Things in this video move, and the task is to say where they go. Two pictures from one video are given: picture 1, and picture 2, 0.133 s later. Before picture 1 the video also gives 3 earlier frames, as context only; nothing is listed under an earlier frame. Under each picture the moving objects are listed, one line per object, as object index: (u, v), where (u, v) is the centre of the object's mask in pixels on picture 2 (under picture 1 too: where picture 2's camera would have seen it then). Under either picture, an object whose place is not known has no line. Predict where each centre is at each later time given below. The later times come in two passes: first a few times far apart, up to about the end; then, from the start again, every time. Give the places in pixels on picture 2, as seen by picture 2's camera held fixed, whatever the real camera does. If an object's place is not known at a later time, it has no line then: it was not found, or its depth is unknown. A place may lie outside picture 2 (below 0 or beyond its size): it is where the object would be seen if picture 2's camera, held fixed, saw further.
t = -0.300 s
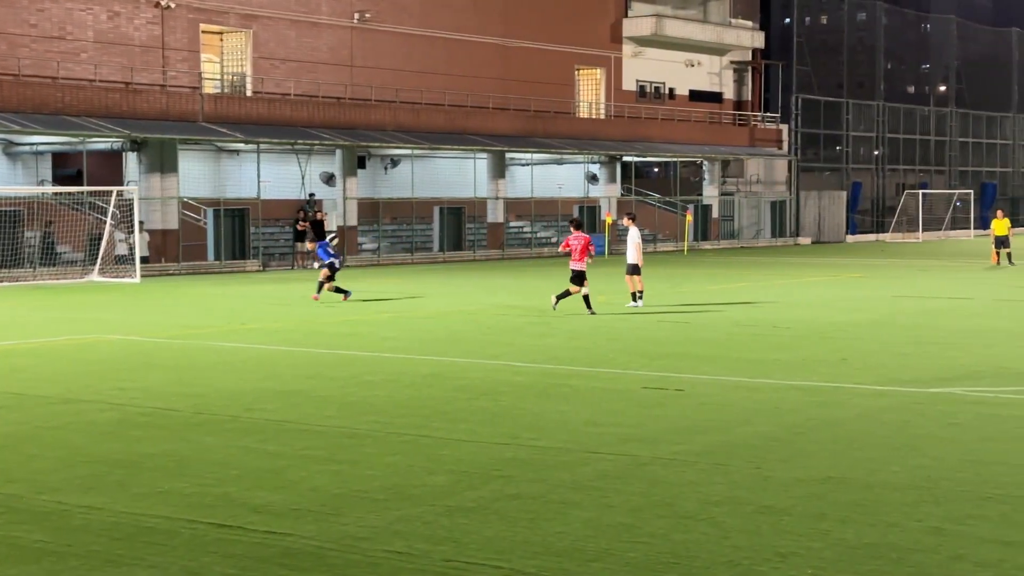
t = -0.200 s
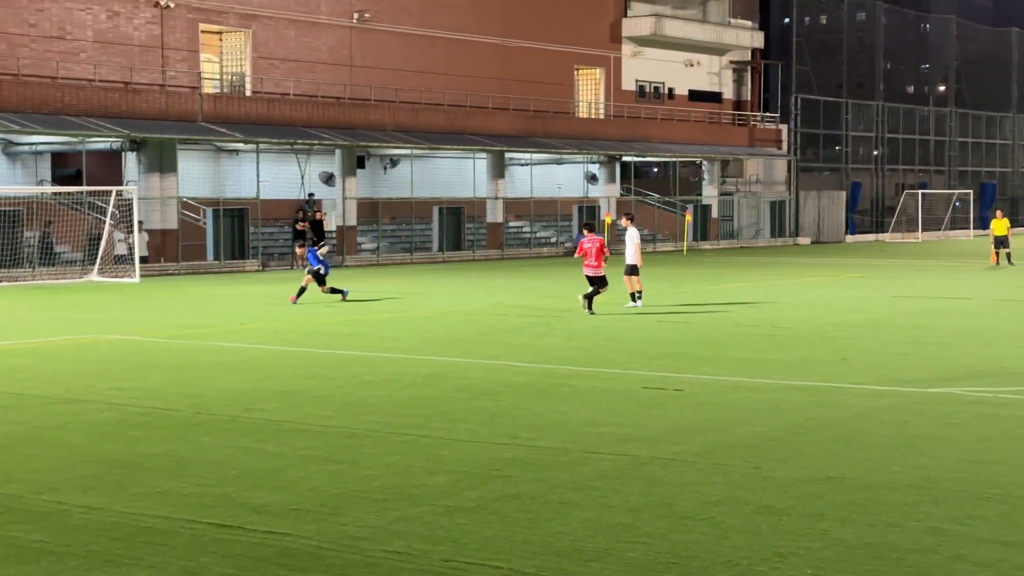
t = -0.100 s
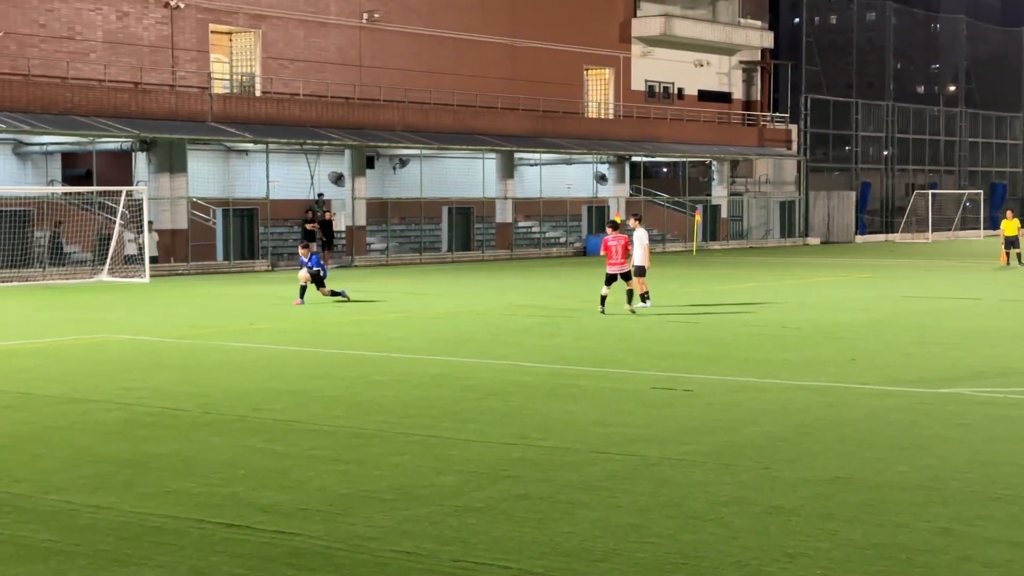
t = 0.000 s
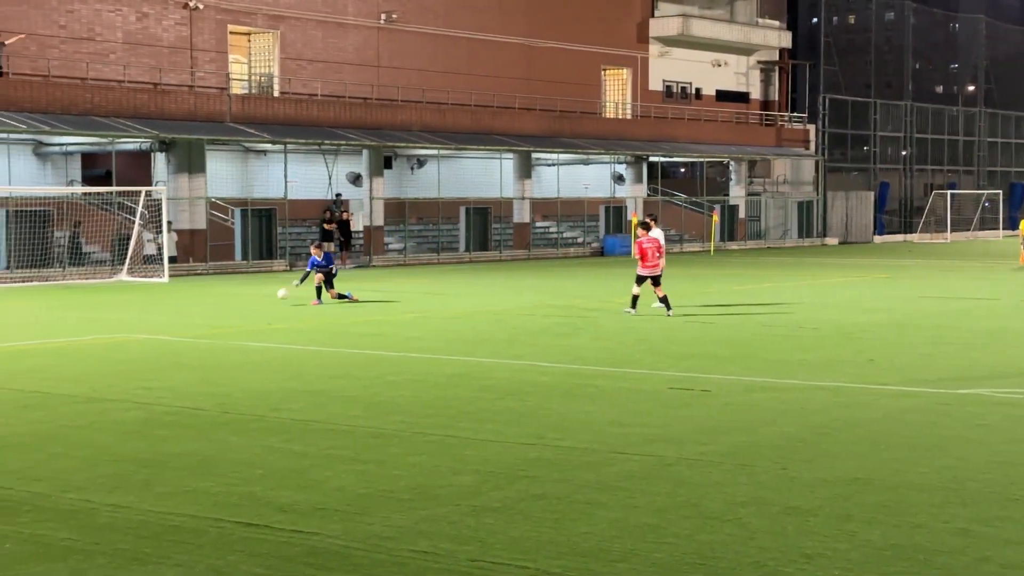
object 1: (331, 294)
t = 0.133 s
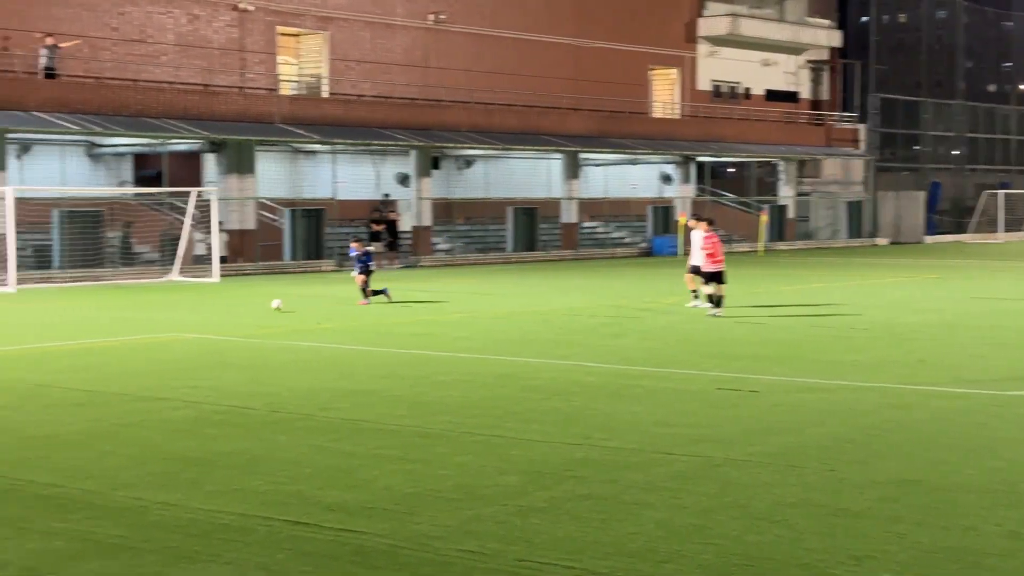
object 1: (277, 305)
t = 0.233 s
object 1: (234, 305)
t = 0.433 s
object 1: (136, 321)
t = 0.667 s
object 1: (2, 340)
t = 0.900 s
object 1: (-152, 359)
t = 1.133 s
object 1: (-332, 380)
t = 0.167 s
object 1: (263, 304)
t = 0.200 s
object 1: (248, 304)
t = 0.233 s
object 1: (234, 305)
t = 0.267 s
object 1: (219, 307)
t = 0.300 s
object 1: (203, 310)
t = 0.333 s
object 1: (187, 313)
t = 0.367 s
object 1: (170, 318)
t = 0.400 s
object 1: (153, 322)
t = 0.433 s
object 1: (136, 321)
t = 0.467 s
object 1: (119, 320)
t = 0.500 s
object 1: (100, 321)
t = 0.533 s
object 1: (82, 322)
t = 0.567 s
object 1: (64, 324)
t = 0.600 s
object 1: (43, 328)
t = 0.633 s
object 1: (23, 333)
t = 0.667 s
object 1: (2, 340)
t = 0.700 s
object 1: (-18, 342)
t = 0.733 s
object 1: (-39, 342)
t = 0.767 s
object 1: (-61, 344)
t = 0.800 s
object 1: (-83, 347)
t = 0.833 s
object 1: (-105, 351)
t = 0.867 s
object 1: (-128, 356)
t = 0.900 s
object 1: (-152, 359)
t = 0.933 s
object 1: (-177, 361)
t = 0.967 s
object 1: (-201, 363)
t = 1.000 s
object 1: (-226, 366)
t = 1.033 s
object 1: (-252, 371)
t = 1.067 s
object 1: (-278, 374)
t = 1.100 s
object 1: (-305, 376)
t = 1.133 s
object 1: (-332, 380)
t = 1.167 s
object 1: (-359, 384)
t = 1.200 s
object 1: (-387, 389)
